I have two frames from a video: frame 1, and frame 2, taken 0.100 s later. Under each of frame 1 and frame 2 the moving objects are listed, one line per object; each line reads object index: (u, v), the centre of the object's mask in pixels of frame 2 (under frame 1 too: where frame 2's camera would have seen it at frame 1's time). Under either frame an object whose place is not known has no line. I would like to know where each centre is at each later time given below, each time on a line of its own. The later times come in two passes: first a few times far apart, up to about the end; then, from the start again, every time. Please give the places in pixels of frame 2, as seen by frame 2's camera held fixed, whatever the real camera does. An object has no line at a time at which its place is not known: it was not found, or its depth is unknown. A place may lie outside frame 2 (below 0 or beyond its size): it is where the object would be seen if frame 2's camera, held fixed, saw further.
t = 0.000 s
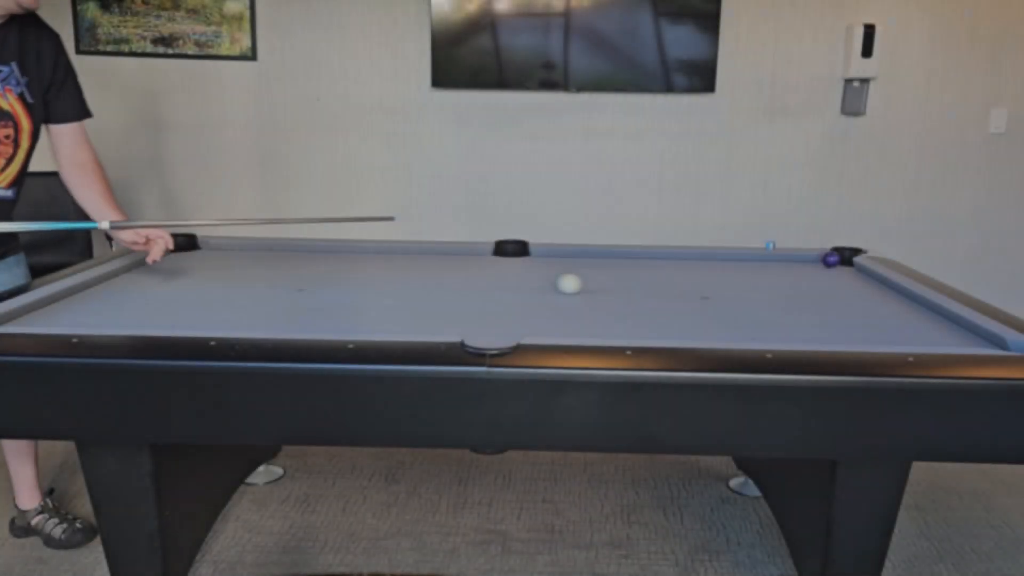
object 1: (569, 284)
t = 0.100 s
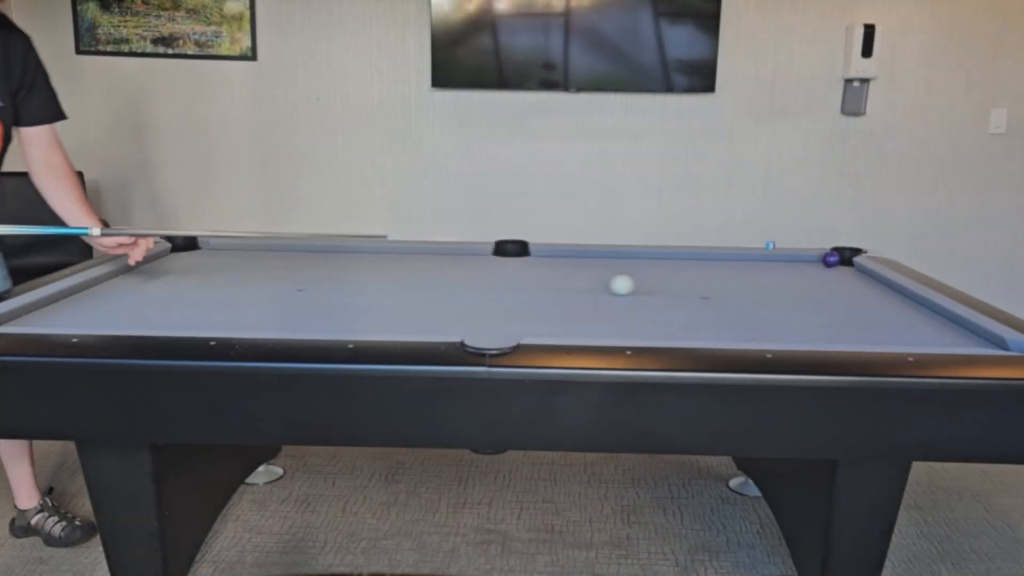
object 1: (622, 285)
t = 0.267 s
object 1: (708, 287)
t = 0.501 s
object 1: (828, 290)
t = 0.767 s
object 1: (855, 290)
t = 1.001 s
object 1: (789, 288)
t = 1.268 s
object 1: (717, 287)
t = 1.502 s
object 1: (657, 285)
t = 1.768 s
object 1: (592, 283)
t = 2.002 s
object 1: (538, 282)
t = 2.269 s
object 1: (479, 280)
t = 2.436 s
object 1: (444, 279)
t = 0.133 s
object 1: (639, 285)
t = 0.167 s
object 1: (656, 286)
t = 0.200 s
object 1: (673, 286)
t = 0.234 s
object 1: (691, 286)
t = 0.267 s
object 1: (708, 287)
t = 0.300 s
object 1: (725, 287)
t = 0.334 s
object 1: (743, 288)
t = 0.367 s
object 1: (760, 288)
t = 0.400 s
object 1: (777, 288)
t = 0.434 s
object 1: (794, 289)
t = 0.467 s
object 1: (811, 289)
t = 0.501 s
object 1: (828, 290)
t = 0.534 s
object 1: (845, 290)
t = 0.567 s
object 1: (863, 290)
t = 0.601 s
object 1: (879, 290)
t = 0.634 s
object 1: (896, 291)
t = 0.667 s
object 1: (892, 291)
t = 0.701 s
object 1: (879, 290)
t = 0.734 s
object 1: (866, 290)
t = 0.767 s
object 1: (855, 290)
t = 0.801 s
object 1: (845, 290)
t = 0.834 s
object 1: (836, 290)
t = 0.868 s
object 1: (826, 289)
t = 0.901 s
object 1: (817, 289)
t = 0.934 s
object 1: (807, 289)
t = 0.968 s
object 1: (798, 289)
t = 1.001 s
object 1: (789, 288)
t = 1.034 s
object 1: (780, 288)
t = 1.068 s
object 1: (771, 288)
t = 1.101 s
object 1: (762, 288)
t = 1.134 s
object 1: (753, 288)
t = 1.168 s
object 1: (744, 287)
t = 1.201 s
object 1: (735, 287)
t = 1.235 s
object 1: (726, 287)
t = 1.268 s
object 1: (717, 287)
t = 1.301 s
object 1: (709, 287)
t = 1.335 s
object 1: (700, 286)
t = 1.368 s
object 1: (691, 286)
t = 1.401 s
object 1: (683, 286)
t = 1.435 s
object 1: (674, 285)
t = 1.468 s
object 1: (666, 285)
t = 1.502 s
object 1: (657, 285)
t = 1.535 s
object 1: (649, 285)
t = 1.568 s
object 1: (641, 285)
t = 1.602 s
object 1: (633, 284)
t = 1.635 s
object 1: (624, 284)
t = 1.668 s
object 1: (616, 284)
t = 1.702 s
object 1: (608, 284)
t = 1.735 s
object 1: (600, 283)
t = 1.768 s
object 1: (592, 283)
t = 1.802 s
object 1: (585, 283)
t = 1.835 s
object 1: (577, 283)
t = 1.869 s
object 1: (569, 282)
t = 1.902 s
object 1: (561, 282)
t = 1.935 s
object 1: (554, 282)
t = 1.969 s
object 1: (546, 282)
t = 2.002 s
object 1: (538, 282)
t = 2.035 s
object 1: (531, 282)
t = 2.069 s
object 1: (523, 281)
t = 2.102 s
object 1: (516, 281)
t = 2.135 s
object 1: (508, 281)
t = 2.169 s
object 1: (501, 281)
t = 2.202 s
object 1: (494, 280)
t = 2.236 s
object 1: (486, 280)
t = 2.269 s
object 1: (479, 280)
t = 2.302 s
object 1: (472, 280)
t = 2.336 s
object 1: (465, 280)
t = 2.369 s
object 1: (458, 280)
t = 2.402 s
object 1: (451, 279)
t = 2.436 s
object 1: (444, 279)
